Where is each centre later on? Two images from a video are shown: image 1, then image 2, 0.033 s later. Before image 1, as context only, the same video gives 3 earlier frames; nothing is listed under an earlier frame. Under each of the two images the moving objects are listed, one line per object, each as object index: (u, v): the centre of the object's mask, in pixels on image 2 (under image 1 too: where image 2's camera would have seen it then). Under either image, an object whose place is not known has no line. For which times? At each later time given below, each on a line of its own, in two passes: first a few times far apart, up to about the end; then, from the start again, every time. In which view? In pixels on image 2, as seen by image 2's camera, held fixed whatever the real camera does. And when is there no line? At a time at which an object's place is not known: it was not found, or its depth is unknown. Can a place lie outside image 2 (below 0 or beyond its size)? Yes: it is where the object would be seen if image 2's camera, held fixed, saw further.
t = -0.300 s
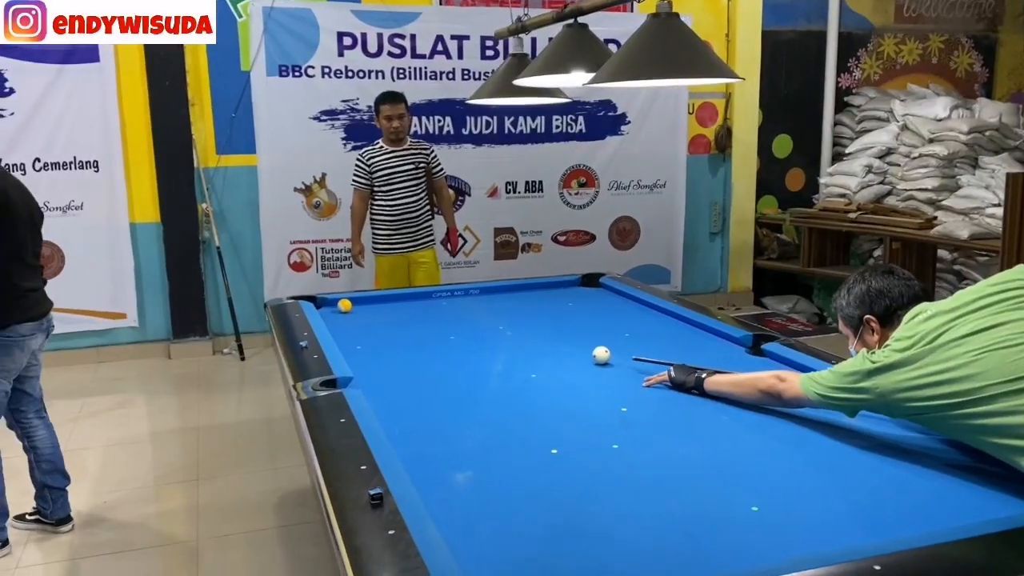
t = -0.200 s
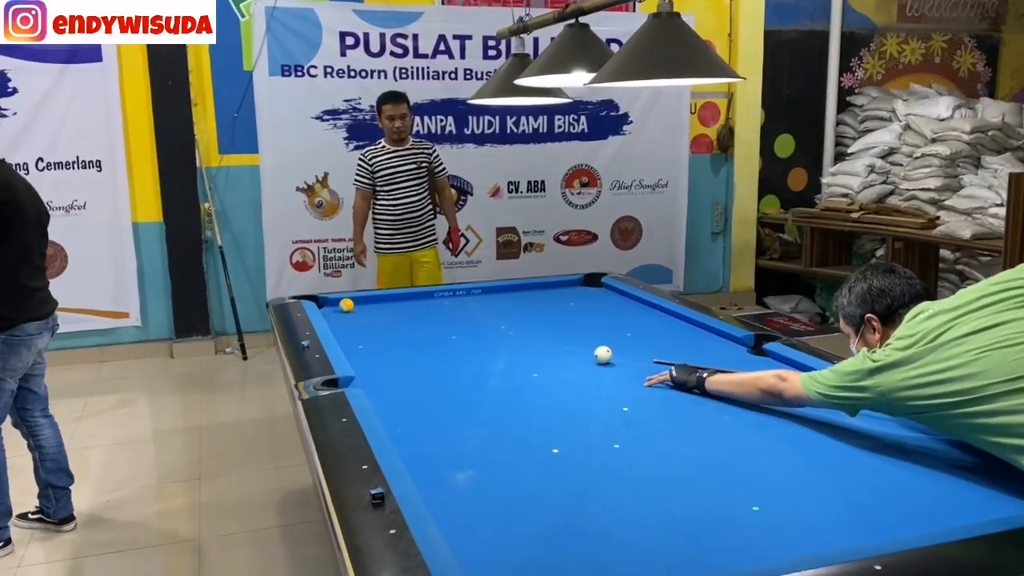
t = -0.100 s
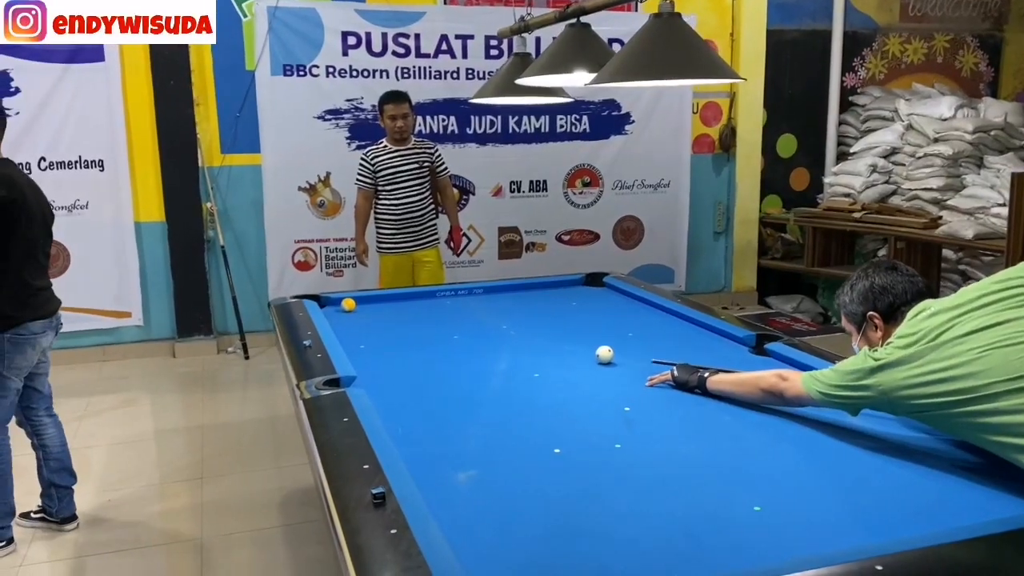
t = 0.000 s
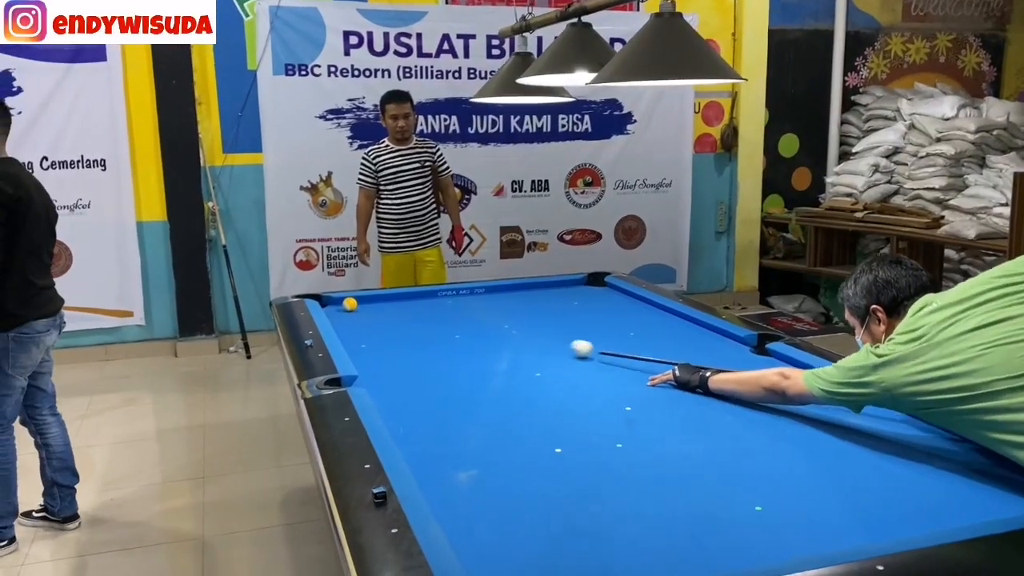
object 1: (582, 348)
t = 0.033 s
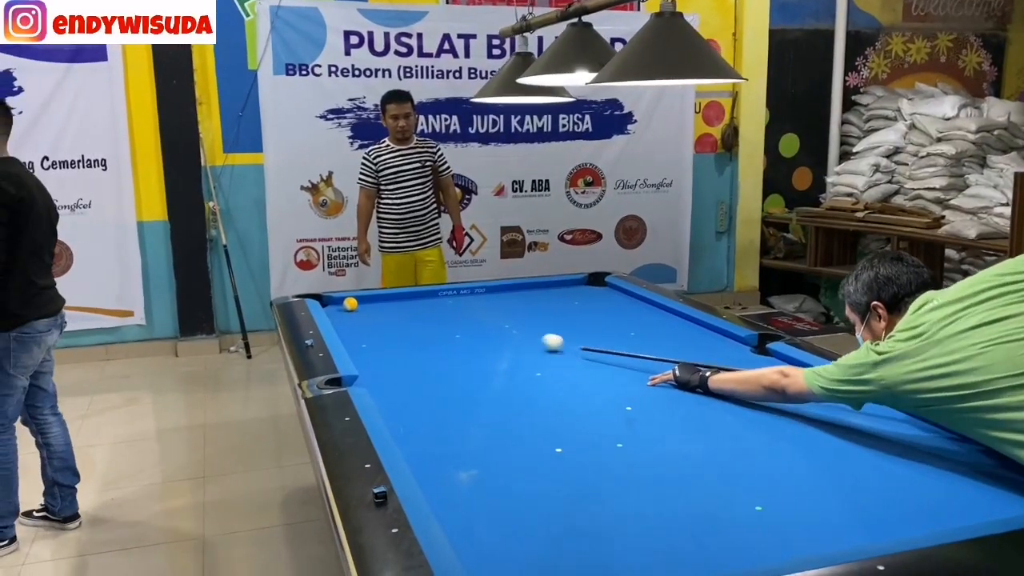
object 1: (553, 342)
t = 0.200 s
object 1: (436, 319)
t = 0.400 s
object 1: (368, 301)
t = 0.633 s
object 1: (391, 305)
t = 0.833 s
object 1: (410, 313)
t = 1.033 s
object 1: (430, 322)
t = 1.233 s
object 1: (451, 332)
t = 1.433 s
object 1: (474, 342)
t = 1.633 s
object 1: (499, 353)
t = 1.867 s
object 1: (532, 366)
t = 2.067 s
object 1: (562, 379)
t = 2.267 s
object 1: (592, 394)
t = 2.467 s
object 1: (625, 410)
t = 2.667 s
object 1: (662, 426)
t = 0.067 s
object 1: (525, 337)
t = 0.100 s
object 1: (500, 332)
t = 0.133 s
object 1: (477, 327)
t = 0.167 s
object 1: (456, 323)
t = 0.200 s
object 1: (436, 319)
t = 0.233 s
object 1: (418, 316)
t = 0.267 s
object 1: (400, 312)
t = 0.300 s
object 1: (384, 309)
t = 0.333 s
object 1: (368, 306)
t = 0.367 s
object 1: (365, 303)
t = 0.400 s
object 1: (368, 301)
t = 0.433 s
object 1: (370, 299)
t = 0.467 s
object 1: (373, 298)
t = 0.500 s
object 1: (378, 299)
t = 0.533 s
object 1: (382, 301)
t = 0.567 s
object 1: (385, 302)
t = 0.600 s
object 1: (388, 304)
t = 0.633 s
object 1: (391, 305)
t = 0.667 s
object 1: (394, 306)
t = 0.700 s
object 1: (398, 308)
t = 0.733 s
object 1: (401, 309)
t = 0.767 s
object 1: (404, 311)
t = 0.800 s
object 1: (407, 312)
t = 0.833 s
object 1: (410, 313)
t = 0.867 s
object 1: (413, 315)
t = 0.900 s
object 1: (417, 316)
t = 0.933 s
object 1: (420, 318)
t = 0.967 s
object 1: (423, 319)
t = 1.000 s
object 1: (427, 321)
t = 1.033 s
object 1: (430, 322)
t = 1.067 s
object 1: (434, 323)
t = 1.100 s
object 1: (437, 325)
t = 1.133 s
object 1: (441, 326)
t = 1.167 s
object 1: (445, 328)
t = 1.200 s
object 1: (448, 330)
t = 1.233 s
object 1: (451, 332)
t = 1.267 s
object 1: (455, 333)
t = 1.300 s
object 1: (459, 335)
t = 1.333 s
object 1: (463, 336)
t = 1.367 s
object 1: (467, 338)
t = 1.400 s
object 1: (471, 340)
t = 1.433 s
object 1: (474, 342)
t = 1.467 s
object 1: (479, 343)
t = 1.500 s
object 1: (483, 345)
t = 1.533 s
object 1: (487, 347)
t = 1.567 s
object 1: (491, 349)
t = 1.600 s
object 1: (495, 351)
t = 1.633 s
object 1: (499, 353)
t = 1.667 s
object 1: (504, 354)
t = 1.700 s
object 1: (508, 356)
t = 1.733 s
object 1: (513, 358)
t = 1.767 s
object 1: (517, 360)
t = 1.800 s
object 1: (522, 362)
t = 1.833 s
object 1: (527, 364)
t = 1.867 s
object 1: (532, 366)
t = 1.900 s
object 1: (537, 368)
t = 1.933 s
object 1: (542, 370)
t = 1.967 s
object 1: (547, 372)
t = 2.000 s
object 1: (552, 374)
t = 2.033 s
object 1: (557, 377)
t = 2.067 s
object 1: (562, 379)
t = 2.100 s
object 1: (567, 381)
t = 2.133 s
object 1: (572, 384)
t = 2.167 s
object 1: (576, 386)
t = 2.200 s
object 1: (581, 389)
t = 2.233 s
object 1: (587, 391)
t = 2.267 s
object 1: (592, 394)
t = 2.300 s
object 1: (597, 397)
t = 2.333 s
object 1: (602, 399)
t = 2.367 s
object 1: (608, 402)
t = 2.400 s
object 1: (613, 404)
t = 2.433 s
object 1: (619, 407)
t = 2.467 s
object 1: (625, 410)
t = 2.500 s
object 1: (631, 412)
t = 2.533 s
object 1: (637, 415)
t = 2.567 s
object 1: (643, 417)
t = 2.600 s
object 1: (649, 420)
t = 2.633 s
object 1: (656, 423)
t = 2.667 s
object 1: (662, 426)
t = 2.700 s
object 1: (669, 429)
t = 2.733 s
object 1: (675, 432)
